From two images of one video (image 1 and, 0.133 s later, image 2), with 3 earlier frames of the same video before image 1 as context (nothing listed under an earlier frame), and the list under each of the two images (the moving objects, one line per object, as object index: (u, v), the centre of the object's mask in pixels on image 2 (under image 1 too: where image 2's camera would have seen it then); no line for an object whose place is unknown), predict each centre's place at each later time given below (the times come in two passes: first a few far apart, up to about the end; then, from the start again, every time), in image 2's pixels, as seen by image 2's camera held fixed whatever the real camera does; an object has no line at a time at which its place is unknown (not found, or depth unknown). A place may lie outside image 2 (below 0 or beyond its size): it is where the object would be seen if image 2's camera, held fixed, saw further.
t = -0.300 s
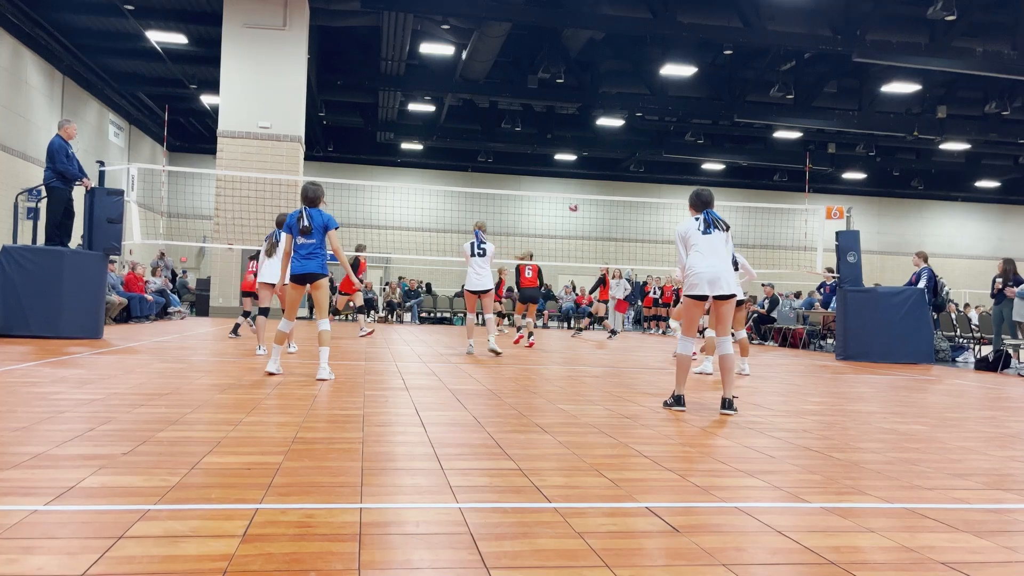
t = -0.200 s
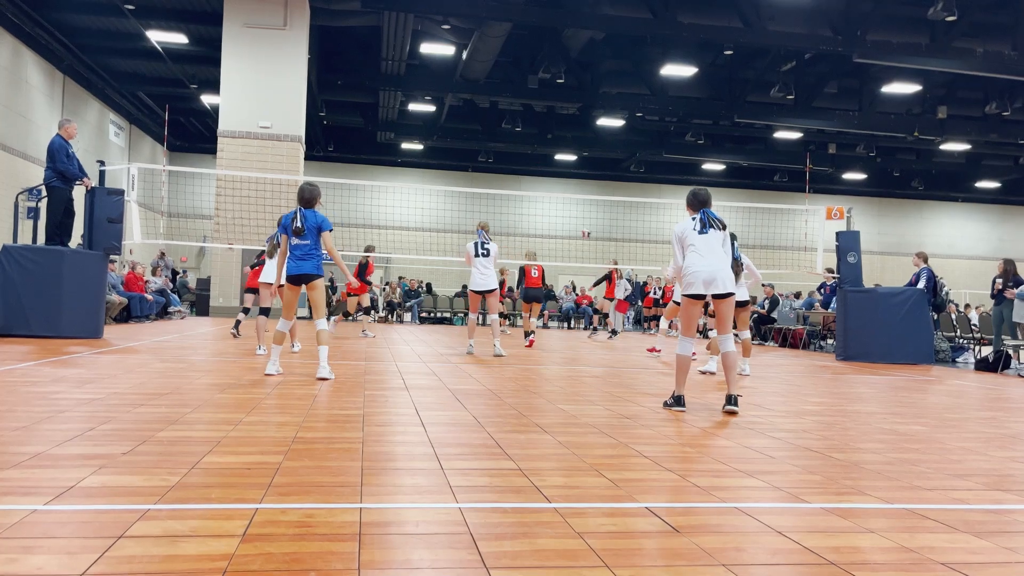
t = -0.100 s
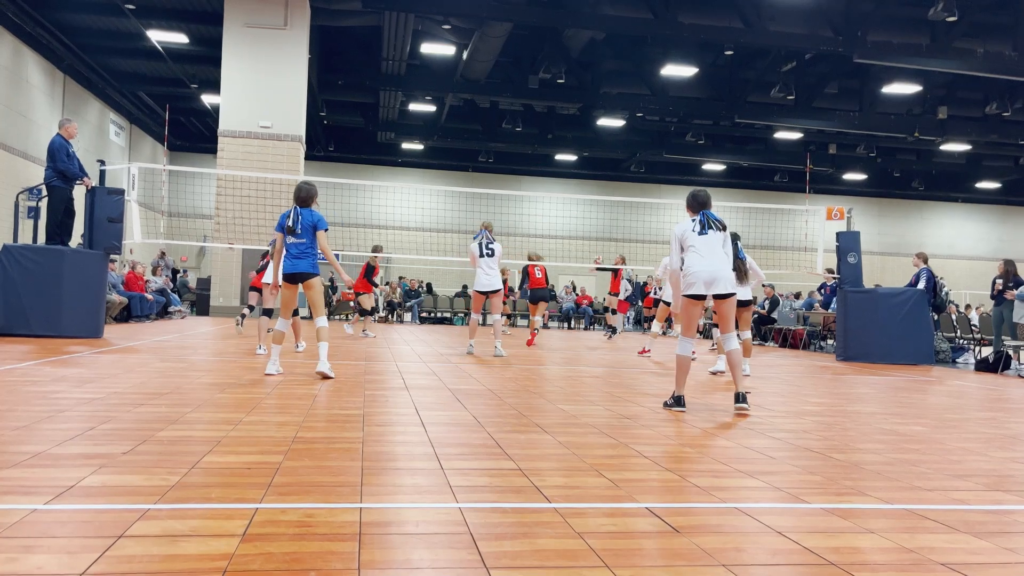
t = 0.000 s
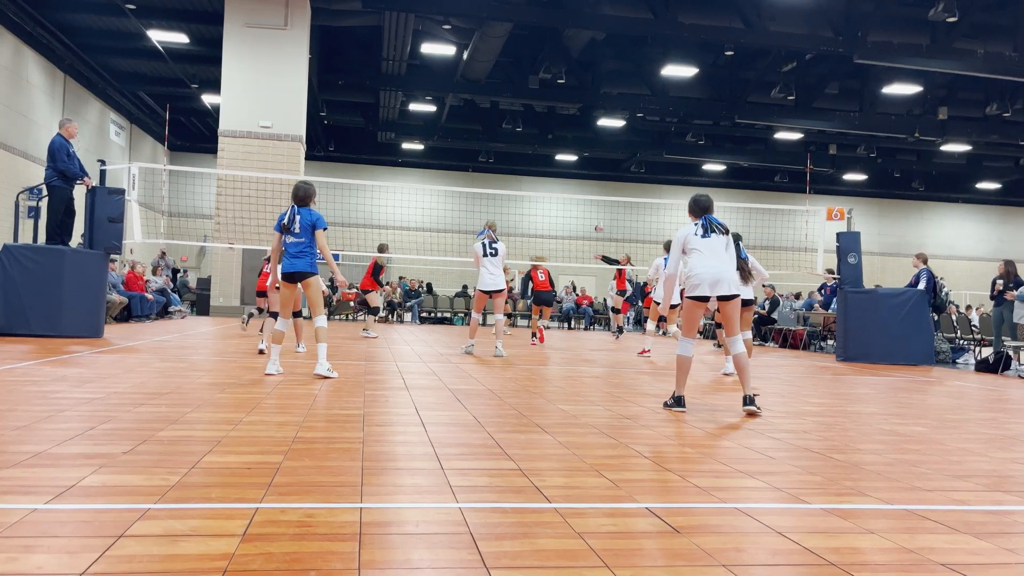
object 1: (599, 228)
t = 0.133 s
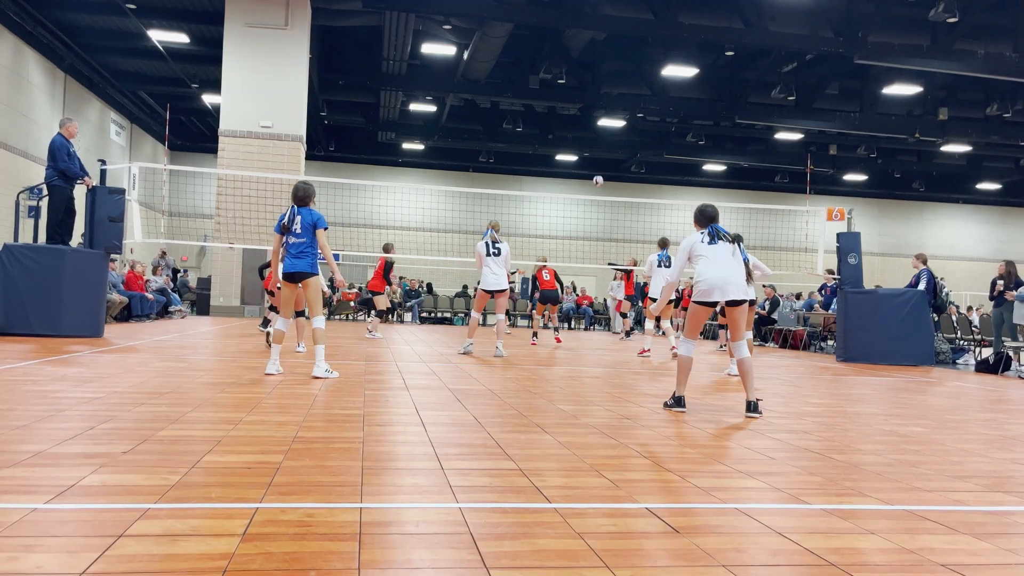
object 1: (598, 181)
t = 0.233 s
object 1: (597, 152)
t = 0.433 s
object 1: (593, 106)
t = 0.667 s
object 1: (587, 77)
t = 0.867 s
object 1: (581, 73)
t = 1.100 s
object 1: (573, 96)
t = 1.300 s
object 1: (565, 142)
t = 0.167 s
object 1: (597, 171)
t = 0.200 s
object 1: (597, 161)
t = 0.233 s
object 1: (597, 152)
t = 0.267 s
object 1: (596, 143)
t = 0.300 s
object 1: (596, 135)
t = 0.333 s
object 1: (595, 127)
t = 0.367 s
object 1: (594, 119)
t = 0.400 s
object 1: (594, 113)
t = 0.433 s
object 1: (593, 106)
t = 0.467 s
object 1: (592, 100)
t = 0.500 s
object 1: (591, 95)
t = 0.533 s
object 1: (591, 90)
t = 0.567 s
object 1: (590, 86)
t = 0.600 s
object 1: (589, 82)
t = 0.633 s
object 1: (588, 79)
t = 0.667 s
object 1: (587, 77)
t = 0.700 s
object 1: (586, 74)
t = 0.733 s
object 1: (585, 73)
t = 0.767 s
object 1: (584, 72)
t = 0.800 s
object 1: (583, 72)
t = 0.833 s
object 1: (582, 72)
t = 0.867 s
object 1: (581, 73)
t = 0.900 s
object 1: (580, 75)
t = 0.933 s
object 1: (579, 77)
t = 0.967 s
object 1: (578, 79)
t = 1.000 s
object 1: (576, 83)
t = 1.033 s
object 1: (575, 87)
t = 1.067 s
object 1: (574, 91)
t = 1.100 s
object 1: (573, 96)
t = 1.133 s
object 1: (571, 103)
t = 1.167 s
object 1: (570, 109)
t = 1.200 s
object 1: (569, 116)
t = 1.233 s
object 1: (567, 124)
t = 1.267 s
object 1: (566, 133)
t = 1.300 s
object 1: (565, 142)
